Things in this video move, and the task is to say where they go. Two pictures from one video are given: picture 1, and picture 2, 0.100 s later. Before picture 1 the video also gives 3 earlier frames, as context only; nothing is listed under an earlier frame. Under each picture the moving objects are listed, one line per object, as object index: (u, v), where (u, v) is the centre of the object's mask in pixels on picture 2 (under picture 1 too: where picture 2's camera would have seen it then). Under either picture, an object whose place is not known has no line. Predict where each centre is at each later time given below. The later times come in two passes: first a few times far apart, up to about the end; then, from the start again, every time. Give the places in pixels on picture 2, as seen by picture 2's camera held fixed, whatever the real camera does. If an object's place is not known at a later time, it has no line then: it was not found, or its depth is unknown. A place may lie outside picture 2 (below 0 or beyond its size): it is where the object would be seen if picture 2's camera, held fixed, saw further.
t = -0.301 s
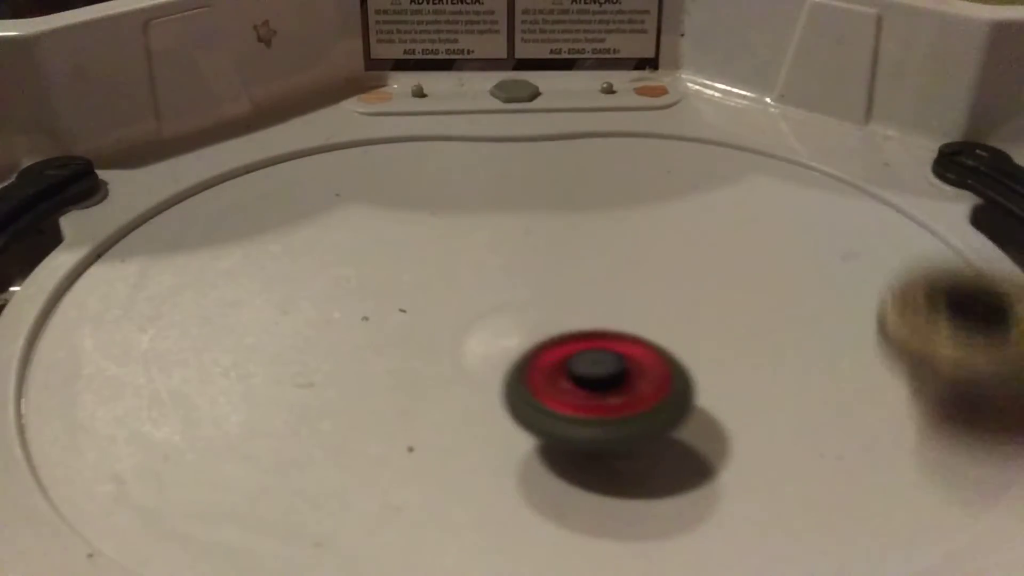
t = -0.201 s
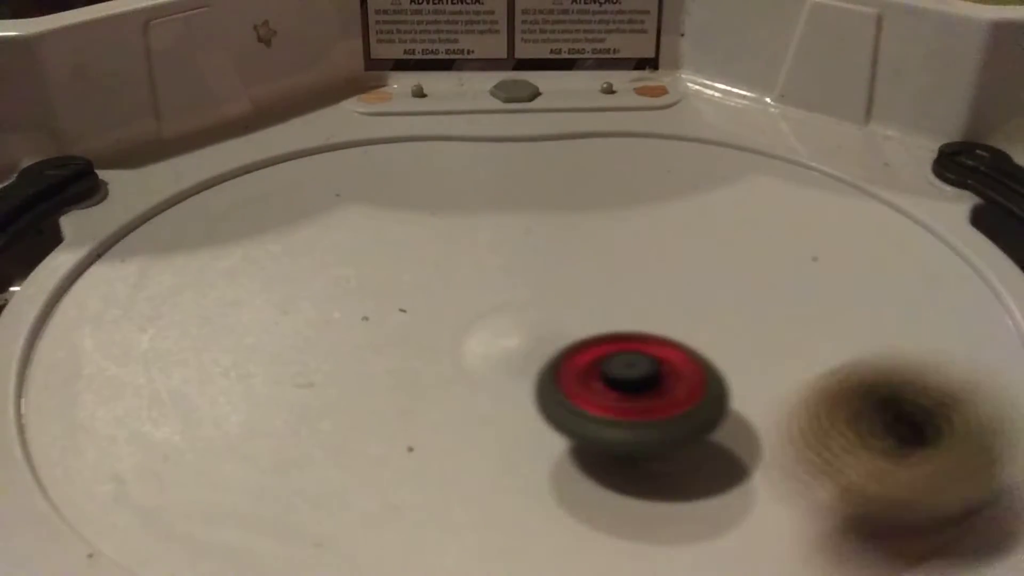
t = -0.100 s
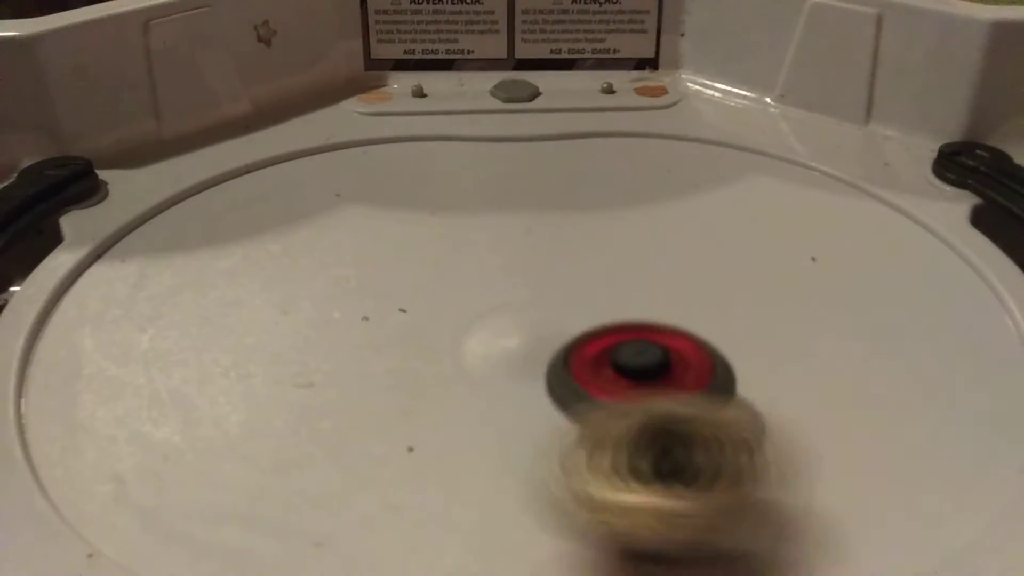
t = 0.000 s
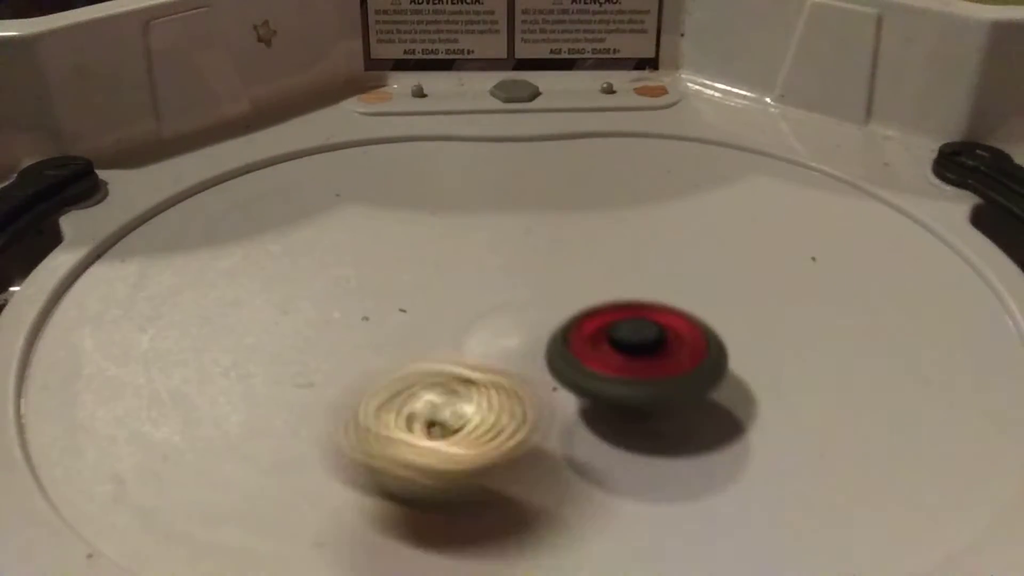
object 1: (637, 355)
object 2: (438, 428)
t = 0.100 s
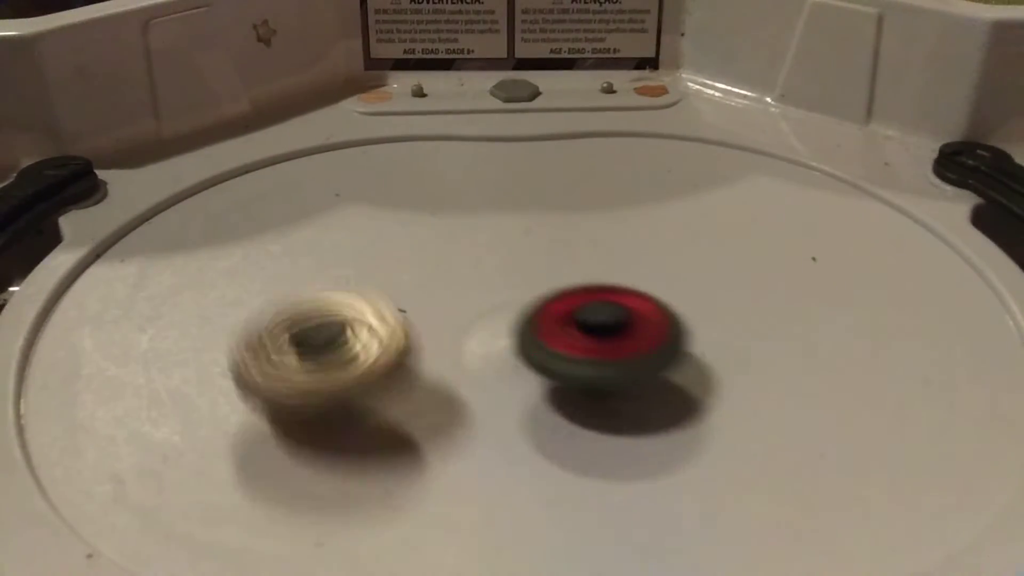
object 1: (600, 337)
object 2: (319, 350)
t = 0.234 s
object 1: (506, 327)
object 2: (343, 234)
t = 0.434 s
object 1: (387, 355)
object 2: (521, 138)
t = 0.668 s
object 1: (414, 388)
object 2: (823, 177)
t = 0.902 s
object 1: (501, 345)
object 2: (799, 382)
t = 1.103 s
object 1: (432, 281)
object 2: (403, 396)
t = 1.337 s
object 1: (378, 275)
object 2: (210, 247)
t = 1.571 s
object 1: (377, 297)
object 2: (388, 148)
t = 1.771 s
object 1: (449, 297)
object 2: (636, 216)
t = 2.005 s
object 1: (493, 251)
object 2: (652, 400)
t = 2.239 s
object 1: (447, 223)
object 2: (263, 429)
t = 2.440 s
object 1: (420, 251)
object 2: (273, 285)
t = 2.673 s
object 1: (599, 283)
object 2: (295, 212)
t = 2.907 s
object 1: (688, 254)
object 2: (507, 268)
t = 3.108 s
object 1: (670, 223)
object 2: (591, 367)
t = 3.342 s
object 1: (597, 240)
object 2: (393, 442)
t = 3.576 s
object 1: (593, 304)
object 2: (350, 329)
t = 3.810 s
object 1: (704, 331)
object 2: (525, 241)
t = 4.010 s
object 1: (804, 338)
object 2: (688, 208)
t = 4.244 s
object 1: (838, 322)
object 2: (814, 209)
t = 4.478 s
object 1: (819, 366)
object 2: (792, 197)
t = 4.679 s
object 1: (785, 361)
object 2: (691, 219)
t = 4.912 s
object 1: (685, 362)
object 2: (550, 203)
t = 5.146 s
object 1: (591, 380)
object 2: (522, 194)
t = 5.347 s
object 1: (552, 386)
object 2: (457, 244)
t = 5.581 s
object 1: (506, 368)
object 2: (306, 262)
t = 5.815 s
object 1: (396, 341)
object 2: (264, 236)
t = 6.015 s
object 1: (322, 355)
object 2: (357, 238)
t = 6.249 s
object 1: (289, 361)
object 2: (523, 312)
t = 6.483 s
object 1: (193, 413)
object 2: (952, 338)
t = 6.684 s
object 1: (355, 400)
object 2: (903, 430)
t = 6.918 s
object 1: (465, 309)
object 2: (687, 401)
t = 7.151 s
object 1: (443, 223)
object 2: (678, 268)
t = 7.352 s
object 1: (374, 184)
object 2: (762, 204)
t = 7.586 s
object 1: (329, 203)
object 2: (822, 206)
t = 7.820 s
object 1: (399, 252)
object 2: (691, 250)
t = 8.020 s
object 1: (390, 285)
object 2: (676, 222)
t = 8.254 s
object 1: (496, 310)
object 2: (639, 246)
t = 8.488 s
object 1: (457, 331)
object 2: (679, 241)
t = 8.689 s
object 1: (591, 383)
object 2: (668, 242)
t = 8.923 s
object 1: (774, 380)
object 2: (719, 214)
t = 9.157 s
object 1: (833, 297)
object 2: (675, 244)
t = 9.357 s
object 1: (762, 248)
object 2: (558, 254)
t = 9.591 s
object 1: (626, 237)
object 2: (447, 235)
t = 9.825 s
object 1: (592, 261)
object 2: (244, 196)
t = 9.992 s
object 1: (563, 295)
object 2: (261, 154)
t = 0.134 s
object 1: (580, 329)
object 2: (313, 317)
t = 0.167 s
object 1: (558, 324)
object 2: (316, 289)
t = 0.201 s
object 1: (535, 322)
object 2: (327, 261)
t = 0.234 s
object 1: (506, 327)
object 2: (343, 234)
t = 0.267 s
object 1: (470, 333)
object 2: (361, 212)
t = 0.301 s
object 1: (445, 335)
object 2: (382, 190)
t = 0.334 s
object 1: (426, 339)
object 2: (411, 167)
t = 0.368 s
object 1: (411, 344)
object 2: (442, 150)
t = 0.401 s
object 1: (398, 349)
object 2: (478, 141)
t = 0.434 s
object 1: (387, 355)
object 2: (521, 138)
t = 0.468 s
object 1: (381, 359)
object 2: (564, 136)
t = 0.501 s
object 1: (378, 366)
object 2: (607, 133)
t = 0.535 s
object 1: (381, 373)
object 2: (654, 133)
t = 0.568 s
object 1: (386, 379)
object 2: (705, 137)
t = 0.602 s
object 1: (395, 384)
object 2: (746, 144)
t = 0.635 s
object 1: (404, 388)
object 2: (788, 160)
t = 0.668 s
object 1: (414, 388)
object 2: (823, 177)
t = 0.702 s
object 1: (427, 386)
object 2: (852, 205)
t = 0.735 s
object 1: (442, 381)
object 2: (872, 233)
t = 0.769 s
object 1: (459, 375)
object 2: (883, 263)
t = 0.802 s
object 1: (474, 369)
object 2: (881, 292)
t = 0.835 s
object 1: (488, 361)
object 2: (869, 327)
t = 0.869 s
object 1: (496, 353)
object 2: (840, 356)
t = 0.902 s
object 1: (501, 345)
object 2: (799, 382)
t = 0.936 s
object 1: (501, 334)
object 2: (739, 406)
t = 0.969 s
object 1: (489, 322)
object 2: (671, 416)
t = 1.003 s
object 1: (473, 312)
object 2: (599, 419)
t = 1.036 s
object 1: (454, 296)
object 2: (533, 412)
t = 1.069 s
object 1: (444, 287)
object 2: (466, 406)
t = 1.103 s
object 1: (432, 281)
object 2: (403, 396)
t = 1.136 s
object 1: (417, 278)
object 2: (346, 384)
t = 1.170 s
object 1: (405, 274)
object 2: (305, 365)
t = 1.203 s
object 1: (395, 273)
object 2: (277, 343)
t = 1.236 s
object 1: (389, 272)
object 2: (243, 320)
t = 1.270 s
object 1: (384, 272)
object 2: (220, 295)
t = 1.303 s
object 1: (381, 273)
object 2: (211, 271)
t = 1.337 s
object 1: (378, 275)
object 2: (210, 247)
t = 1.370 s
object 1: (373, 278)
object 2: (216, 225)
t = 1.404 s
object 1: (369, 281)
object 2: (233, 203)
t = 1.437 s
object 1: (365, 286)
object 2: (255, 184)
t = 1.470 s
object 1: (362, 288)
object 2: (283, 168)
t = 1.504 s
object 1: (364, 291)
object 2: (314, 156)
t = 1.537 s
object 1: (369, 293)
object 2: (349, 148)
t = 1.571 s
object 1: (377, 297)
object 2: (388, 148)
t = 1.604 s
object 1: (388, 300)
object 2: (429, 151)
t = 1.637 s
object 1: (399, 304)
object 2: (472, 159)
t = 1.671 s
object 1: (409, 306)
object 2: (513, 170)
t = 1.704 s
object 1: (421, 305)
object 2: (557, 183)
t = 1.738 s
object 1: (435, 302)
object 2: (599, 197)
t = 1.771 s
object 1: (449, 297)
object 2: (636, 216)
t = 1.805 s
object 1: (461, 292)
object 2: (665, 236)
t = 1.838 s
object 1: (473, 287)
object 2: (686, 259)
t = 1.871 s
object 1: (484, 281)
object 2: (699, 287)
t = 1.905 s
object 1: (493, 275)
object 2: (704, 317)
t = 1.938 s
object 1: (495, 268)
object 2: (698, 351)
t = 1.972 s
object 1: (494, 260)
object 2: (681, 378)
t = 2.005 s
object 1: (493, 251)
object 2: (652, 400)
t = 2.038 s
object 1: (491, 244)
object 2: (606, 417)
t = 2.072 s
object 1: (487, 239)
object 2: (556, 428)
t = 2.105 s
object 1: (479, 235)
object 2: (496, 439)
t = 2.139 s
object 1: (470, 230)
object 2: (434, 446)
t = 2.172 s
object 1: (462, 226)
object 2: (368, 450)
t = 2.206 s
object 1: (454, 223)
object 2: (308, 444)
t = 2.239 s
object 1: (447, 223)
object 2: (263, 429)
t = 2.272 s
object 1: (440, 224)
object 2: (232, 409)
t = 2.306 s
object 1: (432, 227)
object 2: (218, 382)
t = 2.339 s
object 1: (424, 233)
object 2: (215, 356)
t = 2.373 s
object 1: (419, 239)
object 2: (227, 332)
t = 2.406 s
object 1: (417, 244)
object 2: (245, 308)
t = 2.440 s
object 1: (420, 251)
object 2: (273, 285)
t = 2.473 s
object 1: (443, 252)
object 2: (261, 253)
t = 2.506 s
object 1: (477, 258)
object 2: (248, 247)
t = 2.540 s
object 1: (505, 265)
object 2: (239, 237)
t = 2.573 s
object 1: (532, 274)
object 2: (241, 232)
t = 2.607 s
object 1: (554, 278)
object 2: (253, 222)
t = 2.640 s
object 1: (580, 282)
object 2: (273, 215)
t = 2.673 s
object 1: (599, 283)
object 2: (295, 212)
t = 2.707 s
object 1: (616, 282)
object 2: (323, 207)
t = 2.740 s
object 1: (630, 279)
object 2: (352, 208)
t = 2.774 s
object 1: (644, 275)
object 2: (386, 214)
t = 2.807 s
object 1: (658, 271)
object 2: (421, 223)
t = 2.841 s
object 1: (670, 266)
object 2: (453, 235)
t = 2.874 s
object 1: (680, 259)
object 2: (482, 250)
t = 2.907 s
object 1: (688, 254)
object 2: (507, 268)
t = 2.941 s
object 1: (690, 250)
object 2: (521, 278)
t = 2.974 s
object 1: (688, 244)
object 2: (529, 290)
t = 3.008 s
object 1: (683, 238)
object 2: (539, 310)
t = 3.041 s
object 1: (680, 231)
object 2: (563, 333)
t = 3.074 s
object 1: (676, 226)
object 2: (581, 350)
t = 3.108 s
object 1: (670, 223)
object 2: (591, 367)
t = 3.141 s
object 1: (661, 221)
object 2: (590, 383)
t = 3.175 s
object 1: (652, 222)
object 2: (577, 396)
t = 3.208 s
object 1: (639, 223)
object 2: (555, 408)
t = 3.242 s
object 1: (625, 225)
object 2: (526, 418)
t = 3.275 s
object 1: (613, 227)
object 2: (487, 427)
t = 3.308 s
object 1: (604, 232)
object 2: (442, 437)
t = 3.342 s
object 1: (597, 240)
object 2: (393, 442)
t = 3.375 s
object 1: (589, 250)
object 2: (347, 439)
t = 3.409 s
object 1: (583, 261)
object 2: (316, 429)
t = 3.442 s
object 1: (582, 271)
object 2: (302, 410)
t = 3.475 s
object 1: (583, 282)
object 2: (301, 390)
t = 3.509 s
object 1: (585, 290)
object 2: (310, 371)
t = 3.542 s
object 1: (589, 298)
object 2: (325, 349)
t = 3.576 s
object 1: (593, 304)
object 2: (350, 329)
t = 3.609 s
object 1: (597, 308)
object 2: (378, 314)
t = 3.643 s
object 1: (605, 311)
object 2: (409, 301)
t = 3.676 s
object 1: (615, 315)
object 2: (441, 289)
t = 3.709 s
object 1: (629, 318)
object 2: (472, 276)
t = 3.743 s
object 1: (662, 324)
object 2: (484, 262)
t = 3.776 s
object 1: (686, 330)
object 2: (501, 251)
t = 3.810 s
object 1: (704, 331)
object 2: (525, 241)
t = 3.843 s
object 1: (721, 329)
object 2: (553, 235)
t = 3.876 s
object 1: (737, 326)
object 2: (586, 230)
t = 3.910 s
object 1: (750, 321)
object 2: (620, 229)
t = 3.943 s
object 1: (760, 317)
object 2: (654, 230)
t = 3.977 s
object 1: (782, 325)
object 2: (678, 221)
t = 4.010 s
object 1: (804, 338)
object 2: (688, 208)
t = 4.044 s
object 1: (817, 346)
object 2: (700, 199)
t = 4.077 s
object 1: (823, 348)
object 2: (716, 191)
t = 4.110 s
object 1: (828, 345)
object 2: (736, 189)
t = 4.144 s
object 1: (833, 340)
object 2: (758, 188)
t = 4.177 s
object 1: (837, 335)
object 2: (784, 193)
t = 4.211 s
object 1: (838, 329)
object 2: (802, 199)
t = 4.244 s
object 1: (838, 322)
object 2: (814, 209)
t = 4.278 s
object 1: (840, 328)
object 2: (818, 211)
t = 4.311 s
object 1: (838, 349)
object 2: (815, 197)
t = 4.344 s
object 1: (831, 358)
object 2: (809, 190)
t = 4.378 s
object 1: (824, 365)
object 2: (803, 189)
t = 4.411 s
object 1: (820, 366)
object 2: (800, 190)
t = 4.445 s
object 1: (819, 366)
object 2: (796, 193)
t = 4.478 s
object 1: (819, 366)
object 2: (792, 197)
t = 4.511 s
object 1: (819, 366)
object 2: (786, 201)
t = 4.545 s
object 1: (816, 365)
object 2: (773, 206)
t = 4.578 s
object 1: (810, 364)
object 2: (756, 211)
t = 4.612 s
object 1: (803, 364)
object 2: (736, 214)
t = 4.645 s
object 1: (794, 363)
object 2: (714, 218)
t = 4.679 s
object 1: (785, 361)
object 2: (691, 219)
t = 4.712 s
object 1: (774, 360)
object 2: (668, 220)
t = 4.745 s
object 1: (761, 359)
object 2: (645, 220)
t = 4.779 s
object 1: (747, 359)
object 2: (622, 219)
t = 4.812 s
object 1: (732, 360)
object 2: (600, 216)
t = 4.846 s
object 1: (717, 361)
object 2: (581, 214)
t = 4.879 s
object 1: (701, 361)
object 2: (564, 208)
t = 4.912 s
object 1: (685, 362)
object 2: (550, 203)
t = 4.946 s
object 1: (670, 364)
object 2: (541, 197)
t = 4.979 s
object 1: (654, 367)
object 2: (534, 193)
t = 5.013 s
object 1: (639, 369)
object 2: (529, 191)
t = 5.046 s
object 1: (625, 373)
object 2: (524, 189)
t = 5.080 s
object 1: (613, 375)
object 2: (522, 189)
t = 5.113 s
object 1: (602, 378)
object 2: (521, 190)
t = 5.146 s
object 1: (591, 380)
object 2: (522, 194)
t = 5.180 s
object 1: (582, 382)
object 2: (520, 200)
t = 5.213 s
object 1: (575, 383)
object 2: (514, 208)
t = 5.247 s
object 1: (570, 383)
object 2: (504, 217)
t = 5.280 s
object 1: (565, 384)
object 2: (491, 226)
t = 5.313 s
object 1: (559, 385)
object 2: (475, 236)
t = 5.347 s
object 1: (552, 386)
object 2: (457, 244)
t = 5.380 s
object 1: (548, 385)
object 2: (436, 254)
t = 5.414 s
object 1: (543, 383)
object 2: (413, 260)
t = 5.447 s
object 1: (538, 381)
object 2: (392, 264)
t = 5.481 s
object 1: (532, 379)
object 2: (369, 264)
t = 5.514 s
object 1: (526, 376)
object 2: (346, 264)
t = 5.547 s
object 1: (517, 373)
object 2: (325, 264)
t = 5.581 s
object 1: (506, 368)
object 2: (306, 262)
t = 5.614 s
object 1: (495, 363)
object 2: (289, 259)
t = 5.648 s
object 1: (482, 358)
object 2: (276, 255)
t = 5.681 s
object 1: (466, 352)
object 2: (266, 251)
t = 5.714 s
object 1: (449, 348)
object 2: (259, 246)
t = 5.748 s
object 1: (432, 345)
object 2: (257, 243)
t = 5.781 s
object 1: (414, 342)
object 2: (258, 239)
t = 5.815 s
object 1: (396, 341)
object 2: (264, 236)
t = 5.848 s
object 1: (379, 340)
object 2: (273, 236)
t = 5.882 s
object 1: (364, 340)
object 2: (287, 237)
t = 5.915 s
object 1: (349, 343)
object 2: (304, 238)
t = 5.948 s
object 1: (338, 348)
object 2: (319, 234)
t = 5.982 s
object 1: (333, 350)
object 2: (337, 235)
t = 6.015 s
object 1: (322, 355)
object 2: (357, 238)
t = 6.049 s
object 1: (318, 359)
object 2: (379, 244)
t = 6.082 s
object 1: (316, 360)
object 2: (403, 253)
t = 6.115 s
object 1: (315, 360)
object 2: (425, 262)
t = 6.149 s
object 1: (317, 361)
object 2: (447, 275)
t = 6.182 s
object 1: (320, 361)
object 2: (469, 289)
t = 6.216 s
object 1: (323, 363)
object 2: (484, 304)
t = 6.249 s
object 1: (289, 361)
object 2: (523, 312)
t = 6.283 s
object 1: (235, 369)
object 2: (614, 316)
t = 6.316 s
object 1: (196, 377)
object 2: (704, 316)
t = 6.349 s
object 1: (177, 383)
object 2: (779, 320)
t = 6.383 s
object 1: (169, 390)
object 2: (837, 319)
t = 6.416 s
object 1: (170, 399)
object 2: (889, 322)
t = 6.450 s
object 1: (179, 406)
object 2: (933, 330)
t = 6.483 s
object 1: (193, 413)
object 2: (952, 338)
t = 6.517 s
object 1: (214, 418)
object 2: (965, 348)
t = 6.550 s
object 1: (238, 421)
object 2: (974, 363)
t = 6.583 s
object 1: (264, 421)
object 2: (969, 384)
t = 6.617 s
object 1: (294, 417)
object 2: (952, 400)
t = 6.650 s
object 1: (325, 409)
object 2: (930, 417)
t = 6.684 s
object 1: (355, 400)
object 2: (903, 430)
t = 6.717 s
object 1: (381, 390)
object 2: (867, 441)
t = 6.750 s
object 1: (405, 377)
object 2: (833, 450)
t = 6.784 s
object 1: (424, 365)
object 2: (800, 451)
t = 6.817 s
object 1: (439, 350)
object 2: (767, 445)
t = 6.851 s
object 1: (452, 335)
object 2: (739, 434)
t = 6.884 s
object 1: (461, 322)
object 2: (710, 417)
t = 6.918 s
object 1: (465, 309)
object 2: (687, 401)
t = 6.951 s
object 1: (467, 293)
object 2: (671, 380)
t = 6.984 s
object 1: (468, 280)
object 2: (662, 360)
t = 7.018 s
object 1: (467, 267)
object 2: (660, 341)
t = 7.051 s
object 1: (465, 254)
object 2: (661, 319)
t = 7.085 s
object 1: (462, 244)
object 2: (663, 301)
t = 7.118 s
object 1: (454, 233)
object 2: (669, 285)
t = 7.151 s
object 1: (443, 223)
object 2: (678, 268)
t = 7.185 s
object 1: (433, 212)
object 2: (691, 255)
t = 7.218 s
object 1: (423, 204)
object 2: (706, 242)
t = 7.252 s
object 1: (414, 197)
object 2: (722, 229)
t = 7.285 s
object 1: (400, 192)
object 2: (735, 220)
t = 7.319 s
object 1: (386, 188)
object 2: (748, 211)
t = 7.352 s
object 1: (374, 184)
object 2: (762, 204)
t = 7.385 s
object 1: (364, 183)
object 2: (777, 199)
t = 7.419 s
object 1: (356, 183)
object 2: (791, 196)
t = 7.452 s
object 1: (347, 186)
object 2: (802, 195)
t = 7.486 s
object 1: (340, 189)
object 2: (811, 195)
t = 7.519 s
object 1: (334, 193)
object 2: (818, 196)
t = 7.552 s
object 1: (330, 198)
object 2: (822, 201)
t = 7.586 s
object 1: (329, 203)
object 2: (822, 206)
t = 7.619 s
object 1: (331, 209)
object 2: (817, 214)
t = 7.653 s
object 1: (336, 216)
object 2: (807, 221)
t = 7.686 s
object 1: (343, 224)
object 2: (793, 228)
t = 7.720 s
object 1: (353, 232)
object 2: (773, 234)
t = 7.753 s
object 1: (365, 240)
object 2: (749, 242)
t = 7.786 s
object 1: (381, 246)
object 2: (723, 246)
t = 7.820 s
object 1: (399, 252)
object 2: (691, 250)
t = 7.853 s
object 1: (417, 258)
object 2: (658, 251)
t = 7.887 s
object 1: (436, 263)
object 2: (628, 249)
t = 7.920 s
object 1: (446, 267)
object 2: (611, 246)
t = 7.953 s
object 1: (416, 273)
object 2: (643, 234)
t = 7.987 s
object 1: (396, 279)
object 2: (664, 226)
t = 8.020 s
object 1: (390, 285)
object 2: (676, 222)
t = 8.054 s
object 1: (394, 294)
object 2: (679, 222)
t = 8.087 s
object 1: (408, 303)
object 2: (677, 223)
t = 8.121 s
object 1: (427, 311)
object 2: (674, 225)
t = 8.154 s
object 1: (448, 317)
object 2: (669, 230)
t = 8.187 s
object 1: (471, 321)
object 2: (662, 235)
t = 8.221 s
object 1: (489, 318)
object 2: (651, 241)
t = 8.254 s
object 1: (496, 310)
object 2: (639, 246)
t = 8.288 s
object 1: (480, 308)
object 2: (640, 243)
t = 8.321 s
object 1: (453, 310)
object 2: (651, 238)
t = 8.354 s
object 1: (437, 310)
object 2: (661, 234)
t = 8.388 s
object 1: (430, 311)
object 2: (669, 233)
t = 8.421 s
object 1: (431, 315)
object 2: (674, 235)
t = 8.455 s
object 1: (441, 322)
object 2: (676, 238)
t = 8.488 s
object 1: (457, 331)
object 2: (679, 241)
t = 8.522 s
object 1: (480, 339)
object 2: (680, 246)
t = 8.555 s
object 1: (502, 345)
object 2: (676, 251)
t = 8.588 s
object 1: (525, 349)
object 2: (669, 256)
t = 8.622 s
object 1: (554, 354)
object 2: (661, 260)
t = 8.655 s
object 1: (579, 368)
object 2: (660, 256)
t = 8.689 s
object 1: (591, 383)
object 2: (668, 242)
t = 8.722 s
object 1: (608, 394)
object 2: (676, 230)
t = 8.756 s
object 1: (632, 400)
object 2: (685, 221)
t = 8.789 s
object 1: (660, 402)
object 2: (695, 216)
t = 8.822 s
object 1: (690, 399)
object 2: (703, 212)
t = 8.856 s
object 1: (723, 395)
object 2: (711, 210)
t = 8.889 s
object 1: (752, 388)
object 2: (717, 211)
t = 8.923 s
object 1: (774, 380)
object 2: (719, 214)
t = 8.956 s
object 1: (794, 372)
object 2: (722, 216)
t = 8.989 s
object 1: (809, 362)
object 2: (724, 220)
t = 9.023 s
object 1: (821, 348)
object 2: (722, 225)
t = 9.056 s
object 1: (830, 335)
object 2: (714, 230)
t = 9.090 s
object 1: (834, 322)
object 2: (702, 234)
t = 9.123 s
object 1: (835, 310)
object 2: (690, 239)
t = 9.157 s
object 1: (833, 297)
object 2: (675, 244)
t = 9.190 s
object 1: (826, 288)
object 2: (658, 249)
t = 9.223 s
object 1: (818, 278)
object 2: (637, 252)
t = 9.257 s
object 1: (806, 270)
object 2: (617, 254)
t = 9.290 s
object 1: (793, 261)
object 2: (598, 256)
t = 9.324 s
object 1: (778, 253)
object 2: (578, 256)
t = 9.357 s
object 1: (762, 248)
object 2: (558, 254)
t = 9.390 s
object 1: (741, 242)
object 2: (539, 251)
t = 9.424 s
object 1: (722, 239)
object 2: (523, 247)
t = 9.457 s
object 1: (701, 236)
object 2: (511, 244)
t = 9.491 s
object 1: (681, 235)
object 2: (498, 242)
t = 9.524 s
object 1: (659, 235)
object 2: (486, 242)
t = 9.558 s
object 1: (637, 236)
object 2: (476, 240)
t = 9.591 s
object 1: (626, 237)
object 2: (447, 235)
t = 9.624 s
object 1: (638, 239)
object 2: (395, 236)
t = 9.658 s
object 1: (643, 243)
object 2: (352, 235)
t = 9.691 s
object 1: (638, 247)
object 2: (316, 230)
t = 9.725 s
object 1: (627, 251)
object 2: (290, 225)
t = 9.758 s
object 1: (615, 253)
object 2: (269, 216)
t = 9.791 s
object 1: (603, 257)
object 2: (254, 206)
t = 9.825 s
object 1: (592, 261)
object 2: (244, 196)
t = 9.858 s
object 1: (580, 267)
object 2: (239, 183)
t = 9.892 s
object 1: (568, 273)
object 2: (237, 173)
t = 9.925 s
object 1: (557, 280)
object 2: (239, 164)
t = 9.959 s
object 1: (556, 286)
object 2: (248, 157)
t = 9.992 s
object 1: (563, 295)
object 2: (261, 154)
